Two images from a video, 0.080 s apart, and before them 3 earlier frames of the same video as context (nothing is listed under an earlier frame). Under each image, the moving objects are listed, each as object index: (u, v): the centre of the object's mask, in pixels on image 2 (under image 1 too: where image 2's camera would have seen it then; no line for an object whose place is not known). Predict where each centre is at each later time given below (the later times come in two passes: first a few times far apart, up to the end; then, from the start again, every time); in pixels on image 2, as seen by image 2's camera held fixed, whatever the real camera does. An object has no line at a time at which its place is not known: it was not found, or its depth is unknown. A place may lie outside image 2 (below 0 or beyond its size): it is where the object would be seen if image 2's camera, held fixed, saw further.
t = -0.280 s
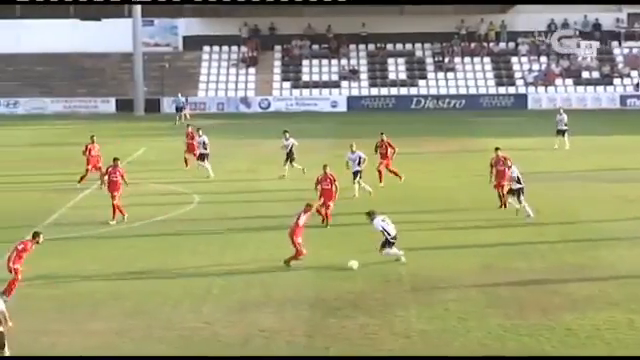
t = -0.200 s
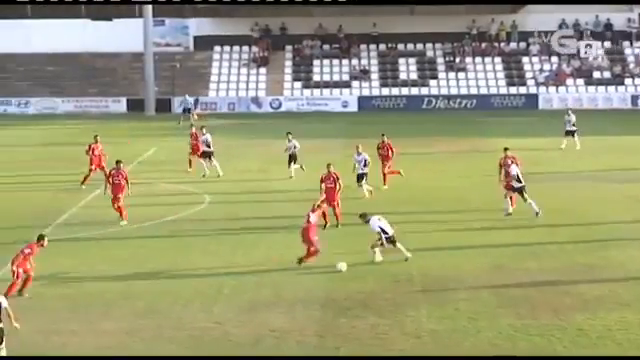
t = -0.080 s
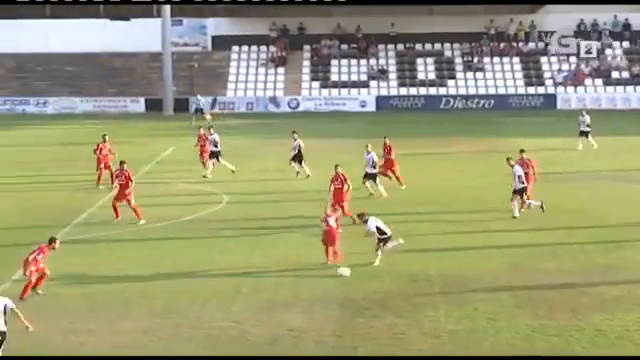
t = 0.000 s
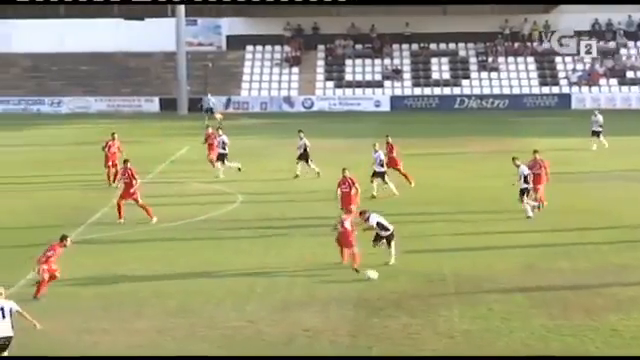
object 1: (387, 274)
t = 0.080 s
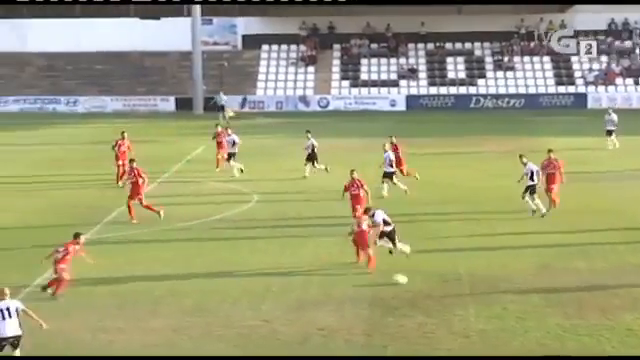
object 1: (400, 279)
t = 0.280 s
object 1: (424, 288)
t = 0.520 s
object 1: (437, 297)
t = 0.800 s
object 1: (450, 310)
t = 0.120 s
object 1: (406, 281)
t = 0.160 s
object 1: (410, 282)
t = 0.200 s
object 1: (415, 284)
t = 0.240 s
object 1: (420, 286)
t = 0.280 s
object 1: (424, 288)
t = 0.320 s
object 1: (426, 289)
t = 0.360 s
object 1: (429, 290)
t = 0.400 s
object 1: (431, 292)
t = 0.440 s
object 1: (433, 294)
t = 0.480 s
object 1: (435, 296)
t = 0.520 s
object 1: (437, 297)
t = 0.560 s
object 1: (438, 299)
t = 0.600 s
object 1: (440, 301)
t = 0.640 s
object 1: (442, 303)
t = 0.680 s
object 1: (444, 304)
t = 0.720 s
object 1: (446, 309)
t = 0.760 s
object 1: (448, 310)
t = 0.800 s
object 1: (450, 310)
